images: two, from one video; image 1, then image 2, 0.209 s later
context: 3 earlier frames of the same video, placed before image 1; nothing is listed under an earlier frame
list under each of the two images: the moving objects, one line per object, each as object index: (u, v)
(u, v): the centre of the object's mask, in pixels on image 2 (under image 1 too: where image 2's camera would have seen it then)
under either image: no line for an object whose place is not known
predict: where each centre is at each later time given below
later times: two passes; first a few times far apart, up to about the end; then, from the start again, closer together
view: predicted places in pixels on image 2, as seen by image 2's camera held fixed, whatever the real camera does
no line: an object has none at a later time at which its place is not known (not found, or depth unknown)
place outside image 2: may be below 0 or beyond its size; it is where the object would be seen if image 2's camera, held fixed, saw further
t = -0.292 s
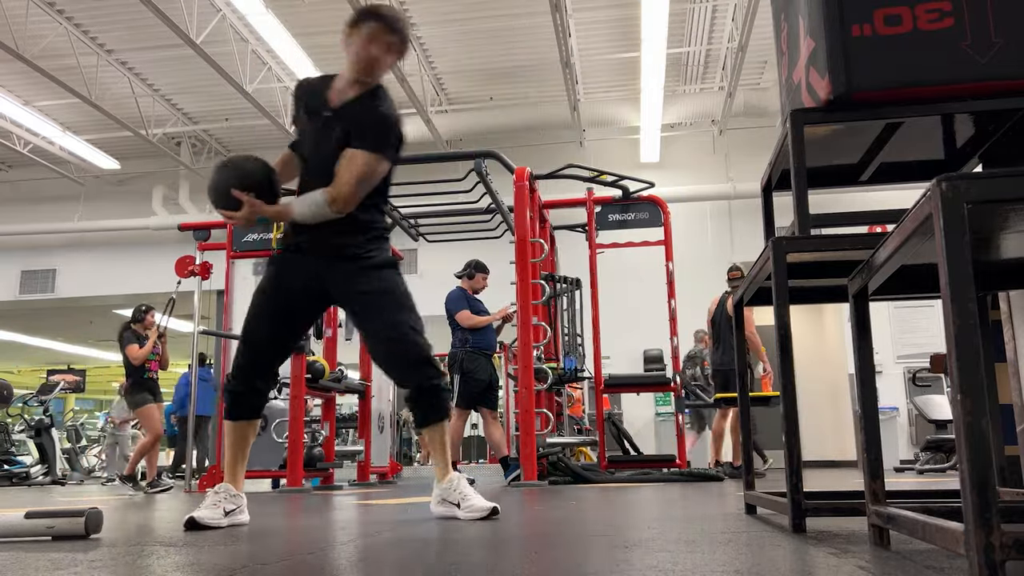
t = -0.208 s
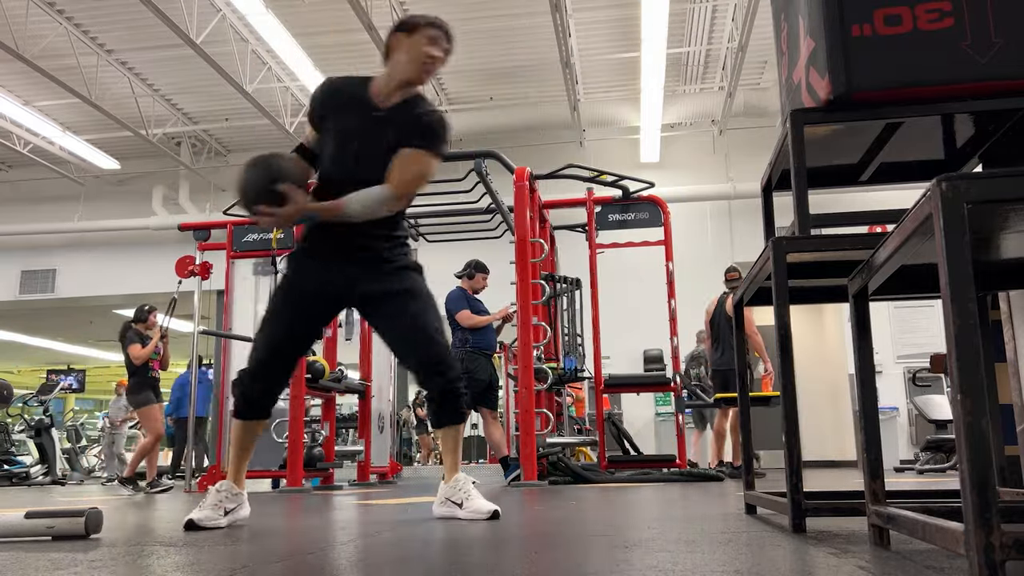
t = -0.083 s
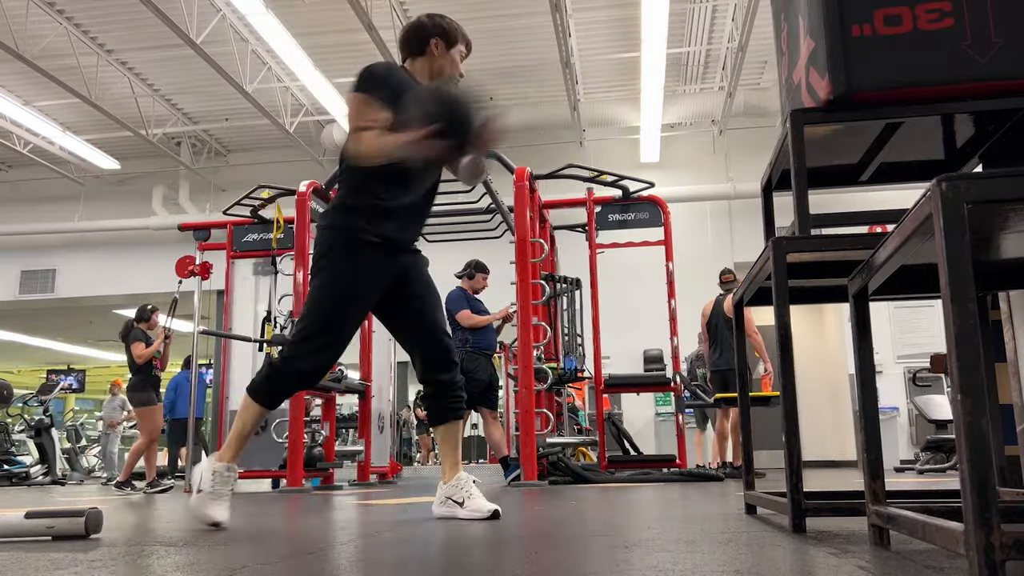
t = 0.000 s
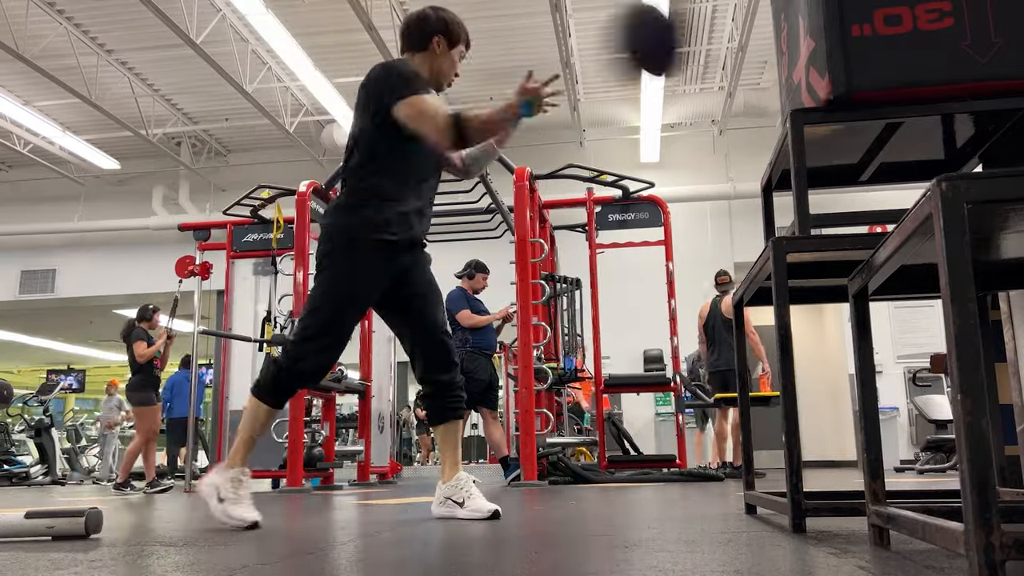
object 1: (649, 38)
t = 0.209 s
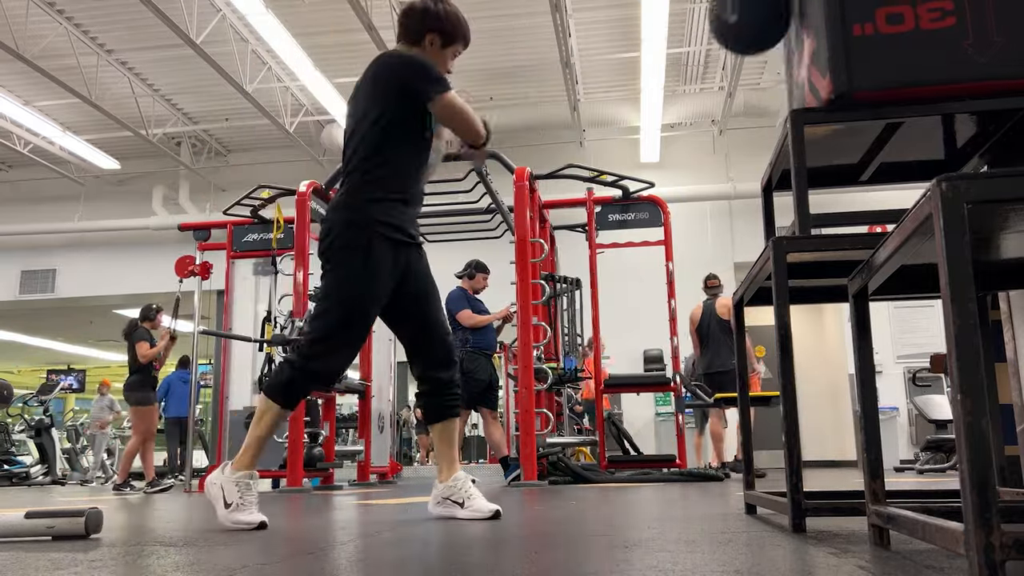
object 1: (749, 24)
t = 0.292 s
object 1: (736, 48)
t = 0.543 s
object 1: (709, 272)
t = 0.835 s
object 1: (631, 474)
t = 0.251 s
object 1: (742, 31)
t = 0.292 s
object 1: (736, 48)
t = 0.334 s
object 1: (731, 73)
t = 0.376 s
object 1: (726, 103)
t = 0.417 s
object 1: (721, 138)
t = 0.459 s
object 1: (717, 177)
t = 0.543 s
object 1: (709, 272)
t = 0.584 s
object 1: (692, 309)
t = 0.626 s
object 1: (686, 357)
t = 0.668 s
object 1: (684, 399)
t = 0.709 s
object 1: (677, 452)
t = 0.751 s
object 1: (664, 483)
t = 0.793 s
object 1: (647, 475)
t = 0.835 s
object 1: (631, 474)
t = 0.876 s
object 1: (615, 478)
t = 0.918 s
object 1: (602, 478)
